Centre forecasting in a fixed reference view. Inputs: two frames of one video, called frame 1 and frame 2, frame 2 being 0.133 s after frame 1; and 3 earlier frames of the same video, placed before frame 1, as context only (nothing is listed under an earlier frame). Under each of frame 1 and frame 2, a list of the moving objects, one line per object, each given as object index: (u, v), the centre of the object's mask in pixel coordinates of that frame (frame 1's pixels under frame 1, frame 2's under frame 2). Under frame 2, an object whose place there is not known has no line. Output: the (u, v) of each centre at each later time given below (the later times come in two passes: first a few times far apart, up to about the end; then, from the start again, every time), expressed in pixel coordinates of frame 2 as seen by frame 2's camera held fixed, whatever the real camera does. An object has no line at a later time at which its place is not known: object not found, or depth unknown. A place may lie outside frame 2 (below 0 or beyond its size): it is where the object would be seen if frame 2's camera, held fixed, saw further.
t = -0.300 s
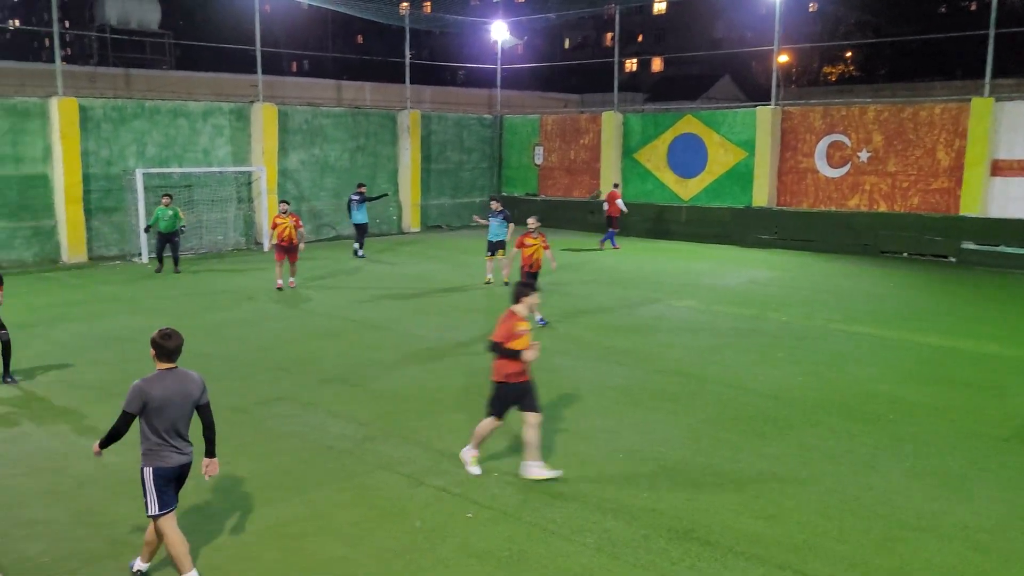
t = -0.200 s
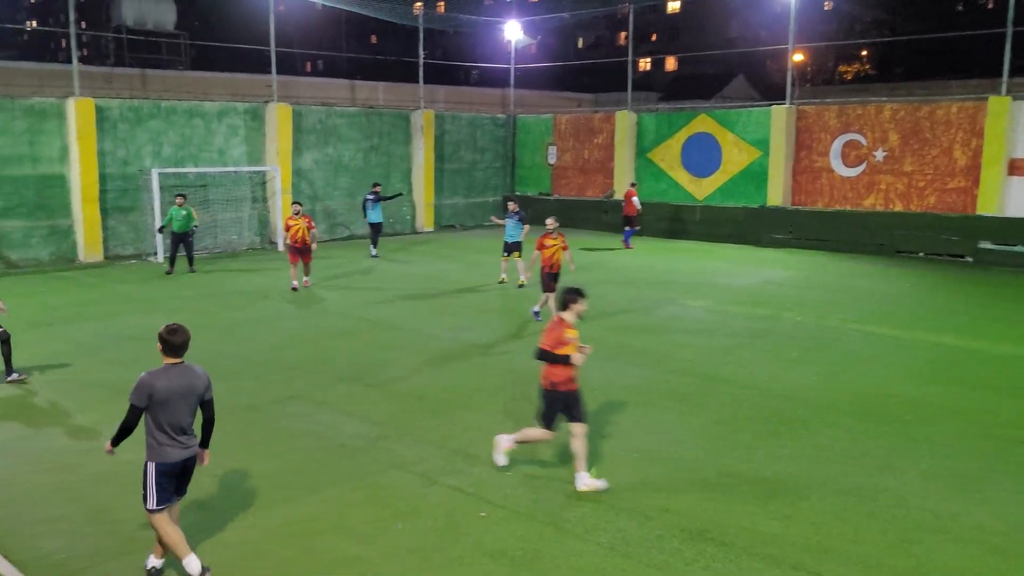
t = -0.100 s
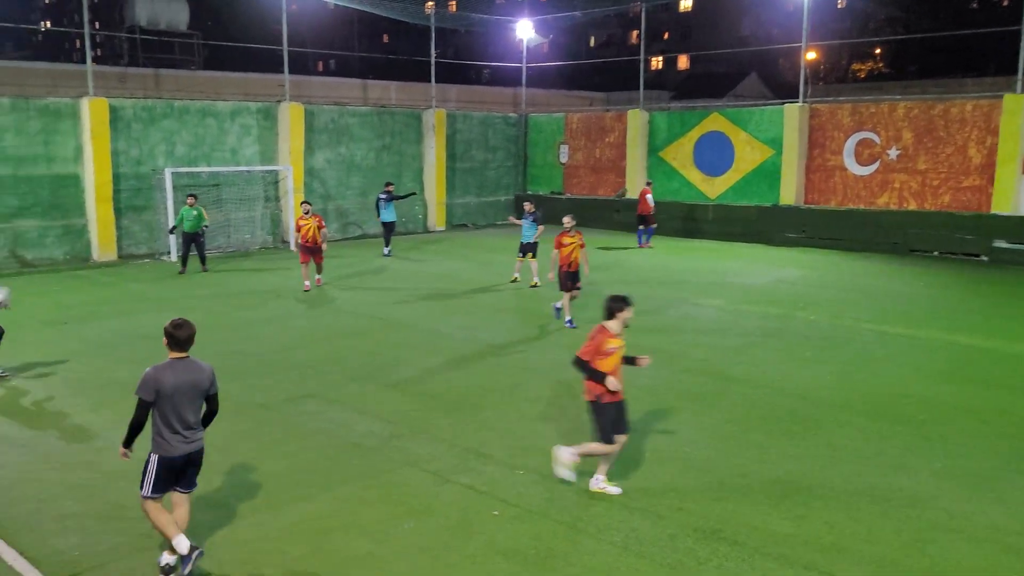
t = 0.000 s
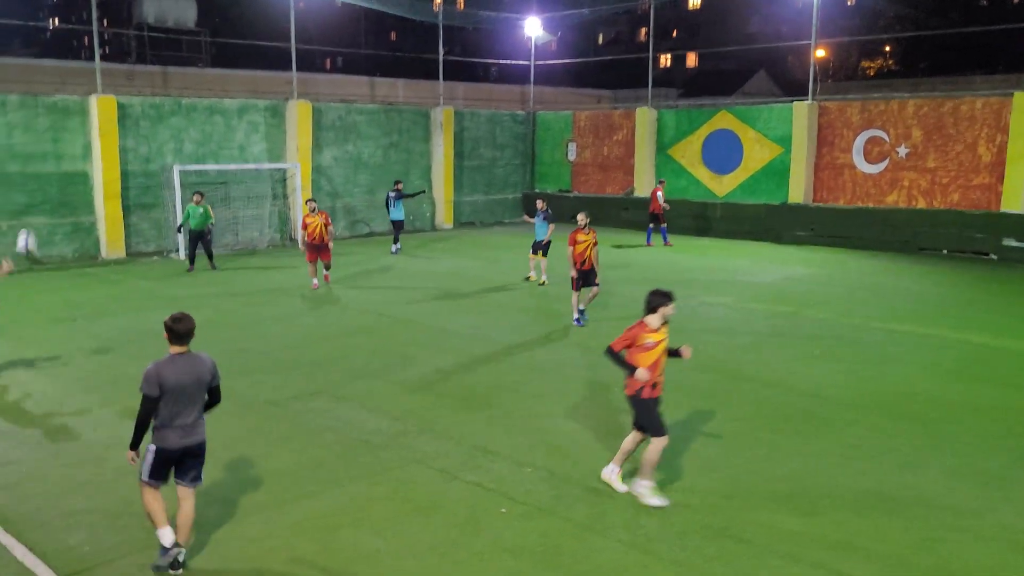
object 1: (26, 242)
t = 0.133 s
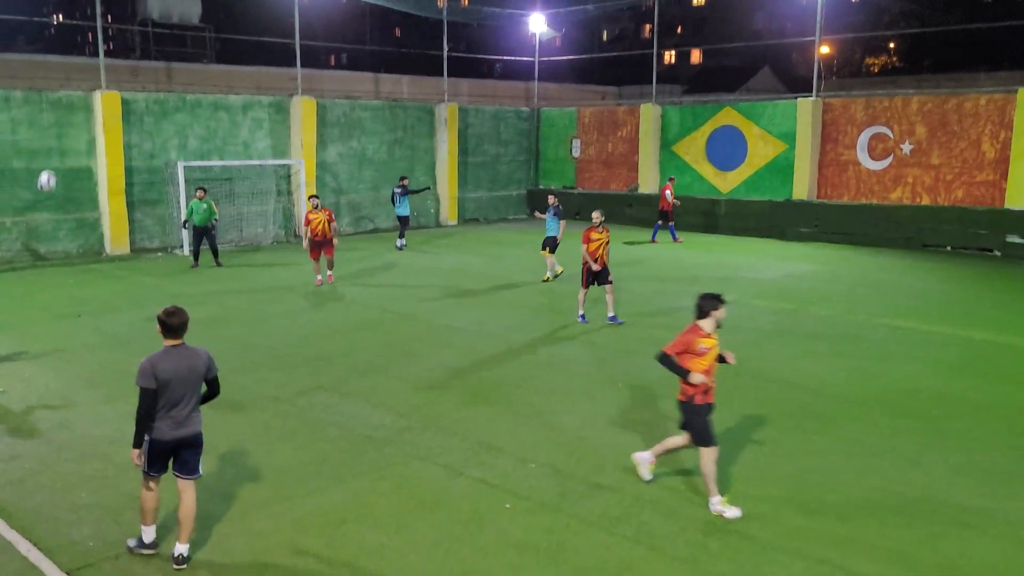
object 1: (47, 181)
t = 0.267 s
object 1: (61, 143)
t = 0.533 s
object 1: (89, 115)
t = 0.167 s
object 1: (51, 170)
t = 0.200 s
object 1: (53, 160)
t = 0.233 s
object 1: (58, 151)
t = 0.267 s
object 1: (61, 143)
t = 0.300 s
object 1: (65, 136)
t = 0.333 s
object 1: (68, 131)
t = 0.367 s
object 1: (72, 126)
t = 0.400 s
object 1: (75, 122)
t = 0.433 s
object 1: (79, 119)
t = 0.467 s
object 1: (82, 117)
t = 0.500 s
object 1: (85, 116)
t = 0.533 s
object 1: (89, 115)
